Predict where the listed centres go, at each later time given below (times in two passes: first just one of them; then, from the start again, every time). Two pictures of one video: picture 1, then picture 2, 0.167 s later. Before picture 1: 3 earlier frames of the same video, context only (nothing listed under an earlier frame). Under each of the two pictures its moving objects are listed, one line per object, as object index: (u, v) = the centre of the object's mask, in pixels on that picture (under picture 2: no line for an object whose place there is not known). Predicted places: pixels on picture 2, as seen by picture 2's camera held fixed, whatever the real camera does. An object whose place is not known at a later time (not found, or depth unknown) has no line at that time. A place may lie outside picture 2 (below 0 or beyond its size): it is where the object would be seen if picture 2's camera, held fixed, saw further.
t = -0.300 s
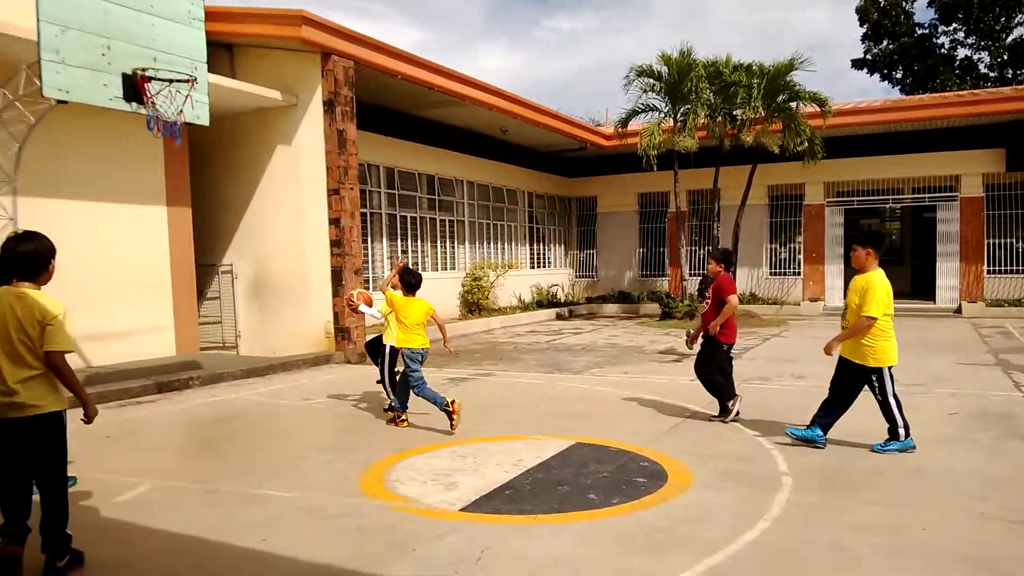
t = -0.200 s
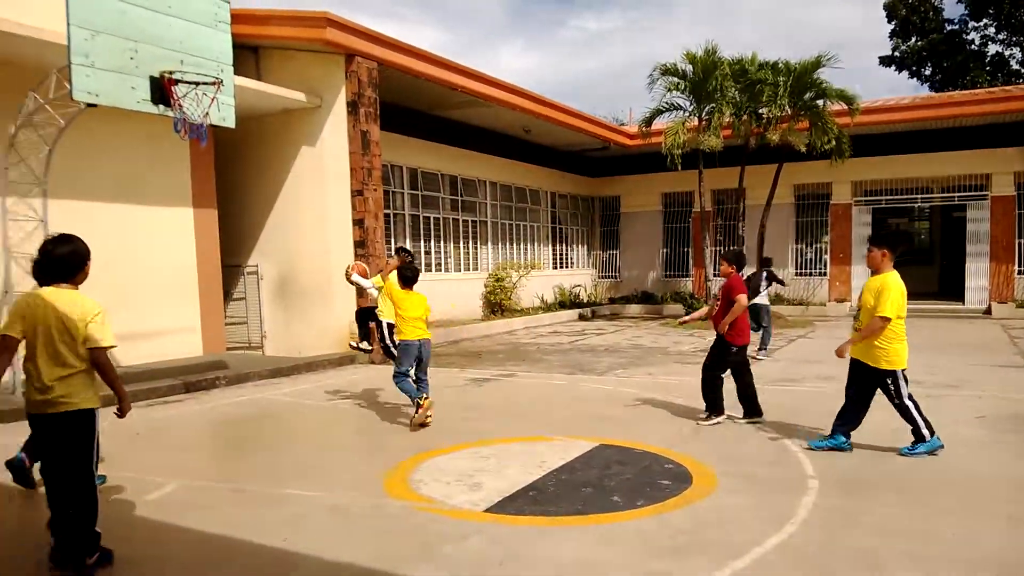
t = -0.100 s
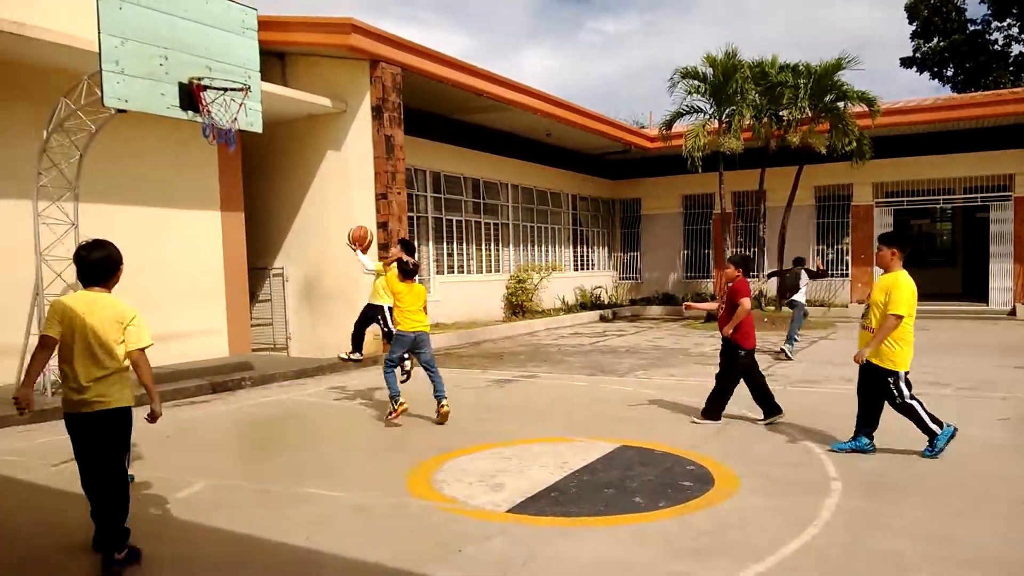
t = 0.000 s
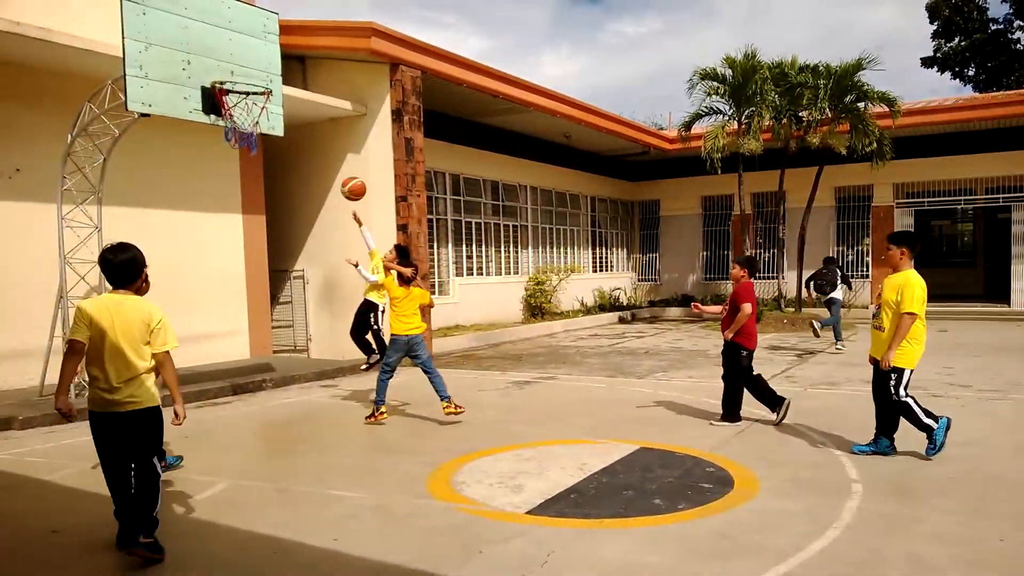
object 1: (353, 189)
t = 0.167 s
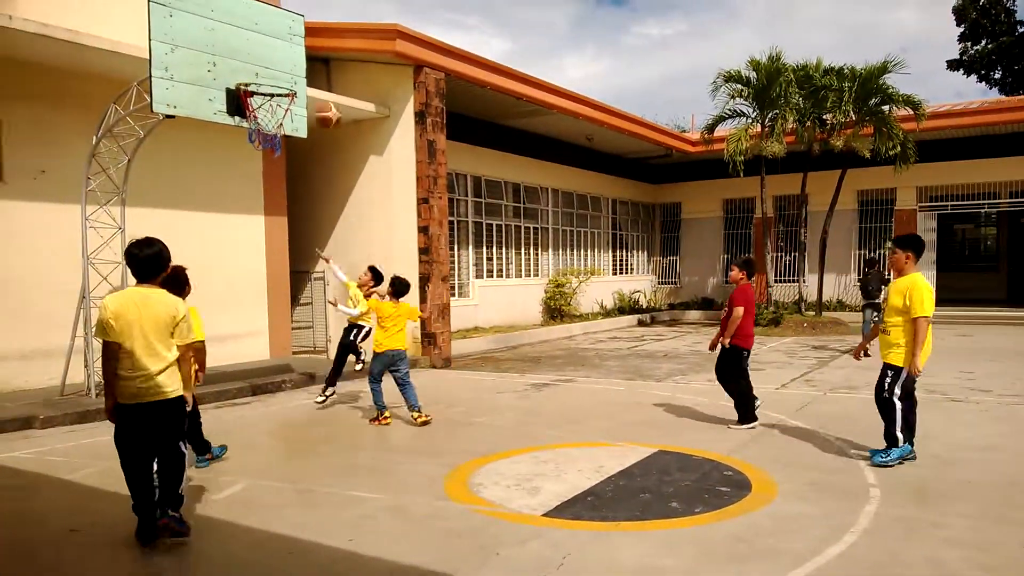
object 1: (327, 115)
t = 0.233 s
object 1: (307, 92)
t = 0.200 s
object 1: (317, 103)
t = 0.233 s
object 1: (307, 92)
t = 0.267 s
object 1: (296, 81)
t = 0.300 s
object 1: (286, 72)
